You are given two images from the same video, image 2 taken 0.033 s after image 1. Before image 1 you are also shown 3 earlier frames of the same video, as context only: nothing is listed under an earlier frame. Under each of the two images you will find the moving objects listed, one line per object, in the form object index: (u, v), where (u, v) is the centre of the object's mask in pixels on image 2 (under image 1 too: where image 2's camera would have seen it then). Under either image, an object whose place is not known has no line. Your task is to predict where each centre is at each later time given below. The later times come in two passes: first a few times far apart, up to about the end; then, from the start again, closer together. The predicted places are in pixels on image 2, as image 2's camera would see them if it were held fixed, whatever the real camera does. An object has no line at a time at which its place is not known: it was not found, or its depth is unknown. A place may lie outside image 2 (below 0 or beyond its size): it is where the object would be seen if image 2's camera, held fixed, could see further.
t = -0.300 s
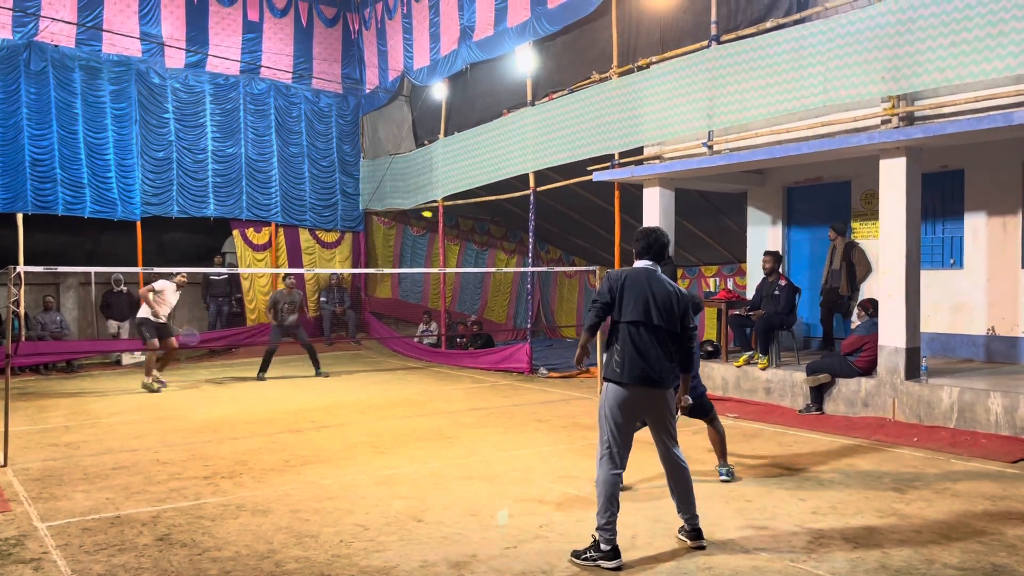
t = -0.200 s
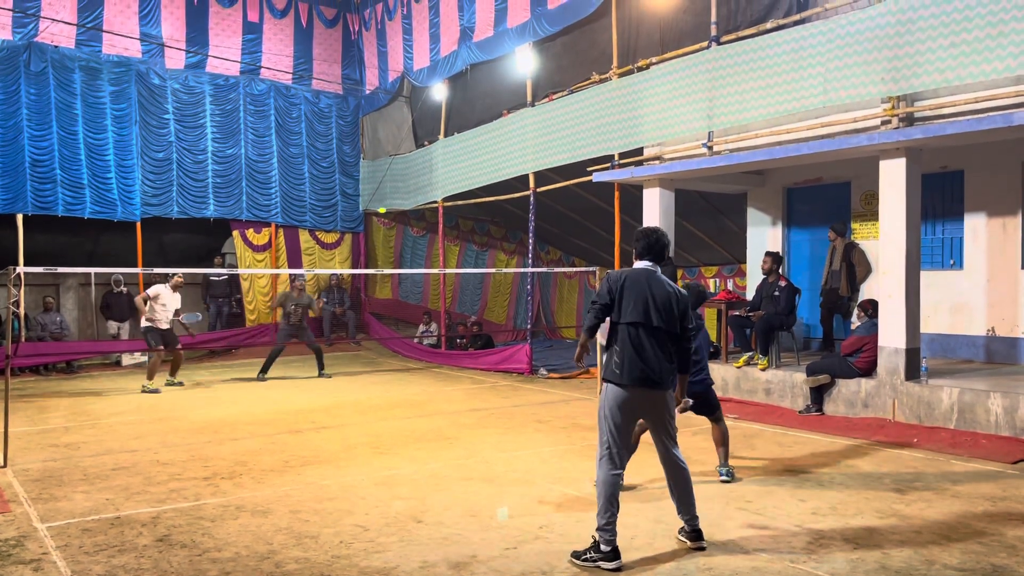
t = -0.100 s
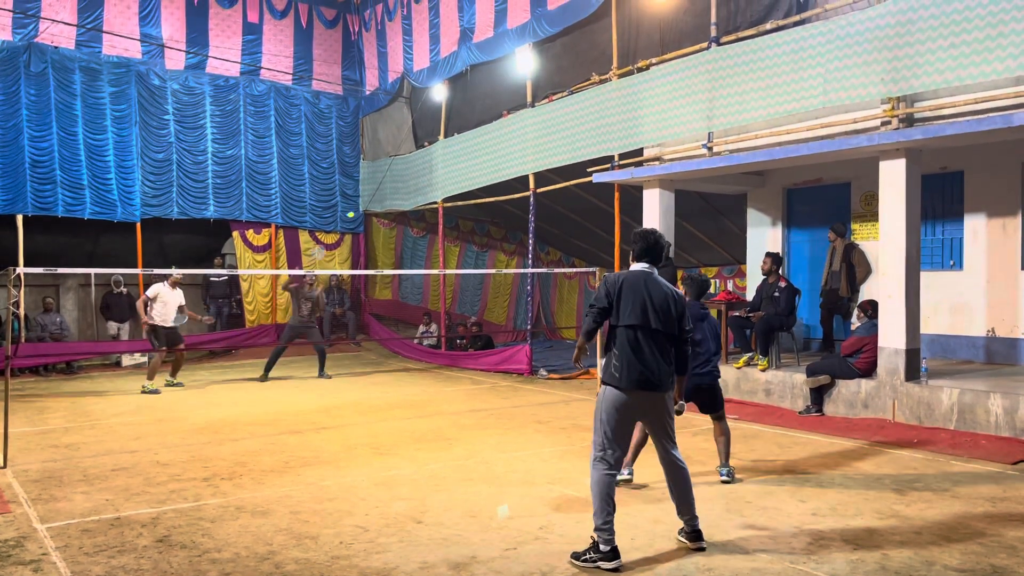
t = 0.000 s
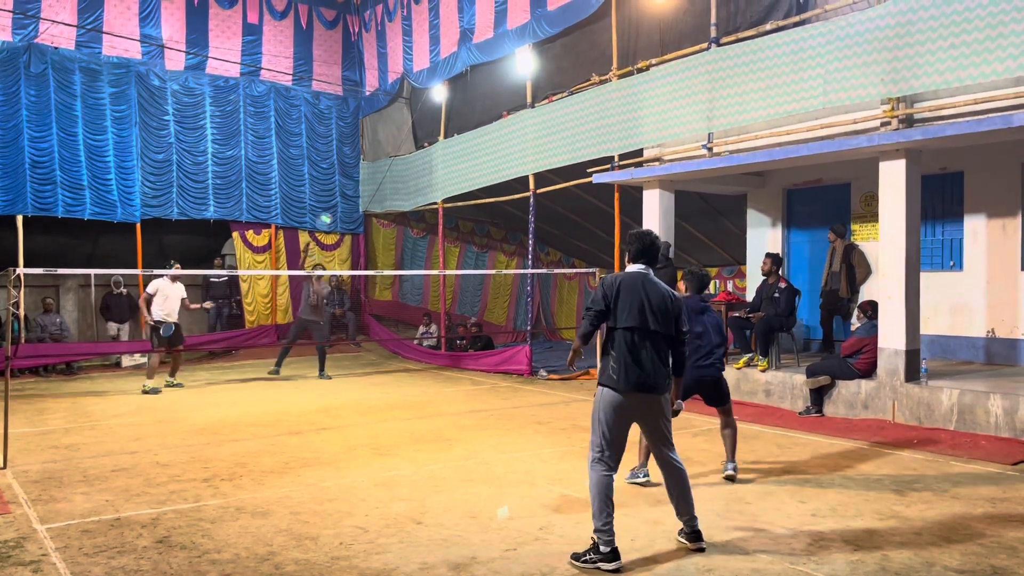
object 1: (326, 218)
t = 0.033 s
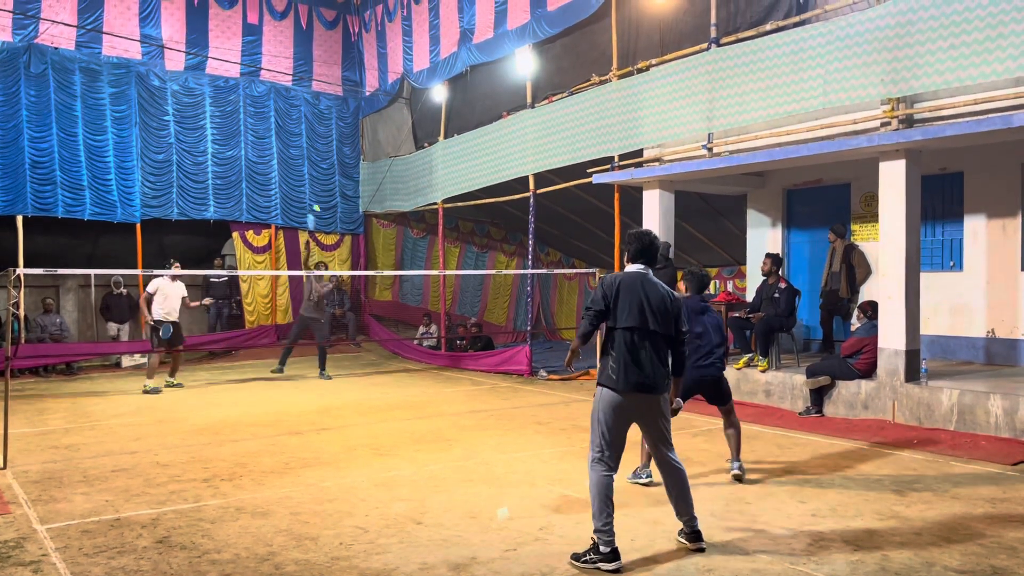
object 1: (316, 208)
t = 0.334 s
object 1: (261, 156)
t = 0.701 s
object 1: (192, 222)
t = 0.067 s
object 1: (312, 202)
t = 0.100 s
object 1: (306, 192)
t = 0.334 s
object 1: (261, 156)
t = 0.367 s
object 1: (255, 155)
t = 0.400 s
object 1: (249, 156)
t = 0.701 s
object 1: (192, 222)
